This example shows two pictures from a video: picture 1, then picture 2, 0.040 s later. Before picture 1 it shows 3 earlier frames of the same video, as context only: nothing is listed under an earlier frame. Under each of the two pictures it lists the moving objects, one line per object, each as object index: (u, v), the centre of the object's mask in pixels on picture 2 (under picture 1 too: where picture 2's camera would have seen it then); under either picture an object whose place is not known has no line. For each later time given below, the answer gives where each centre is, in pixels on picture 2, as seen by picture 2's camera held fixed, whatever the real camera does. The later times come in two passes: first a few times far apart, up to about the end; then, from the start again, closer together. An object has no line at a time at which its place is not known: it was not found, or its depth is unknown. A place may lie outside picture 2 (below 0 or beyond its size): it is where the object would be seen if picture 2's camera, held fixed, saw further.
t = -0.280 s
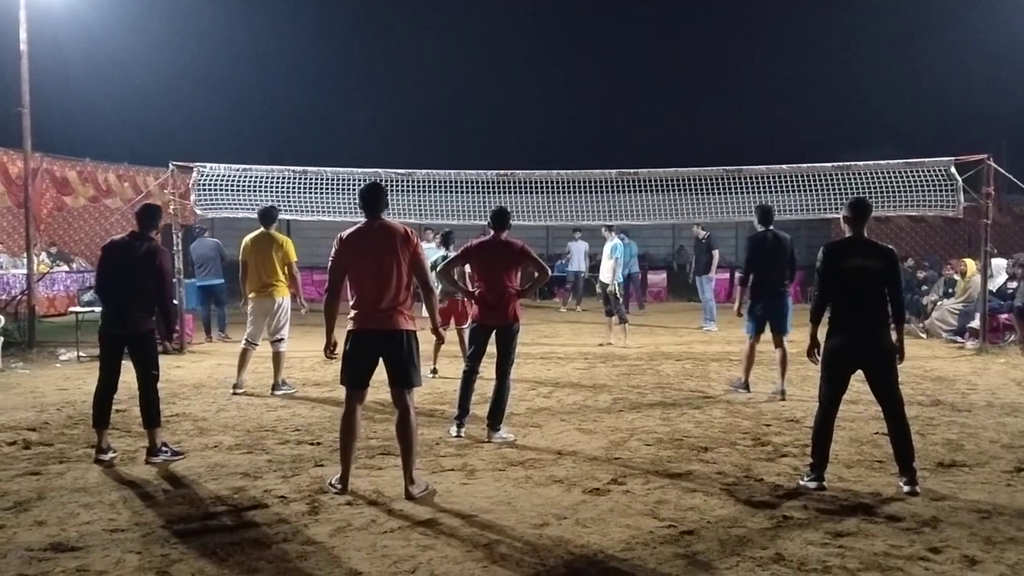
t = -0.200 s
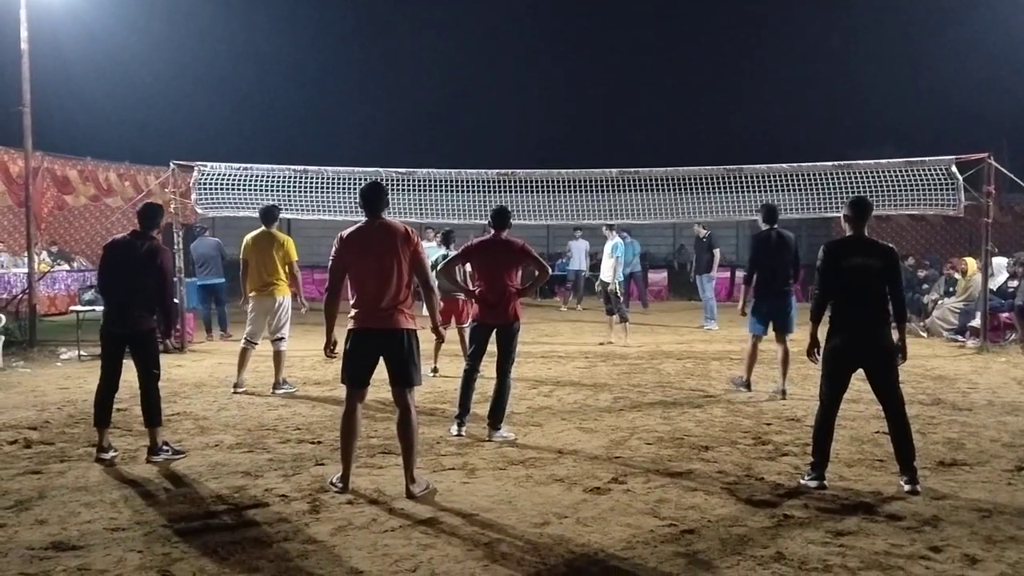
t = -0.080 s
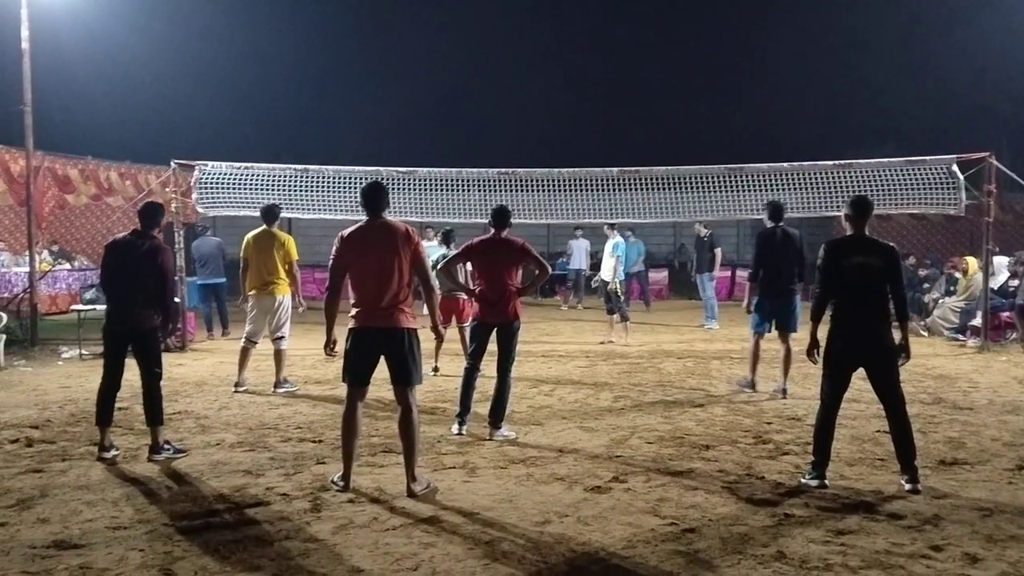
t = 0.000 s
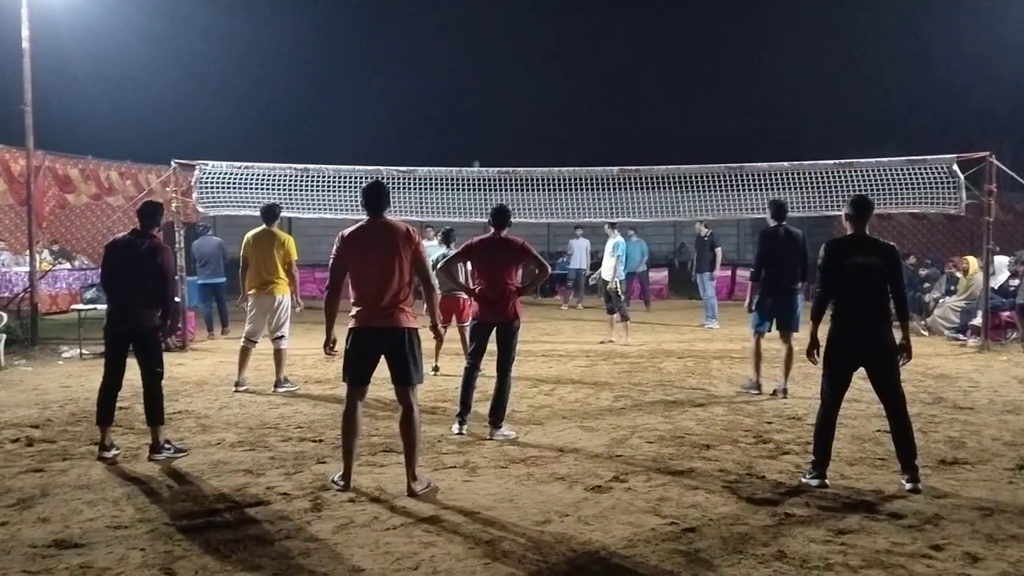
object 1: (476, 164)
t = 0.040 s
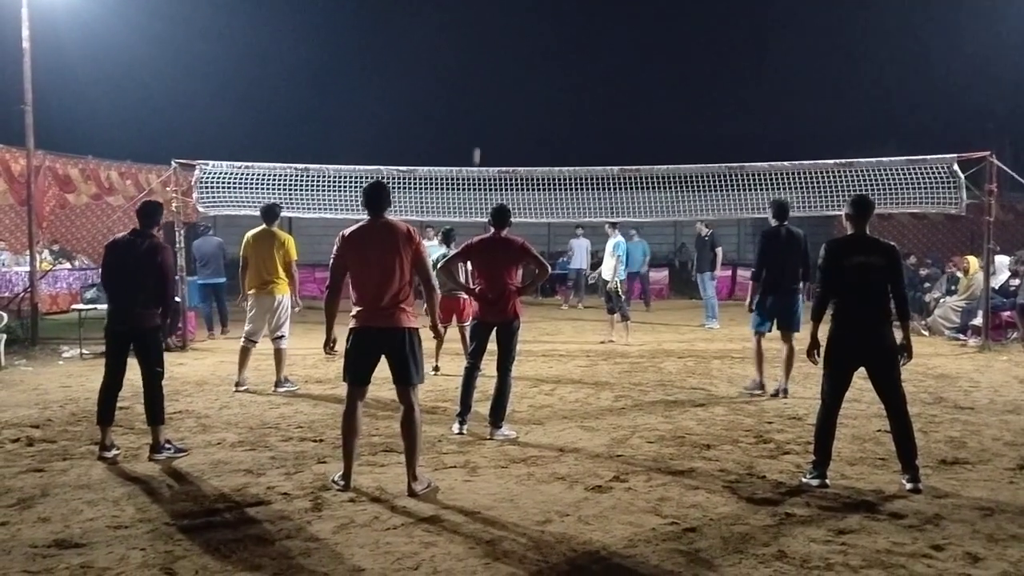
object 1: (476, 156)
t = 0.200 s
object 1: (480, 109)
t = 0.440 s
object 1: (486, 55)
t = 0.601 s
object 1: (492, 33)
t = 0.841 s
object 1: (500, 27)
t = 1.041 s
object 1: (508, 54)
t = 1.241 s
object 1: (522, 120)
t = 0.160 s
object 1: (479, 120)
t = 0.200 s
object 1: (480, 109)
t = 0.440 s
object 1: (486, 55)
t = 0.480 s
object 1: (488, 48)
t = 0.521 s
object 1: (489, 42)
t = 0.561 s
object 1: (490, 37)
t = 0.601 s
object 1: (492, 33)
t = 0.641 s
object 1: (493, 30)
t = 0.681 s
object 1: (494, 27)
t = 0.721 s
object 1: (496, 25)
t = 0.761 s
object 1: (497, 25)
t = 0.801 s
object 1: (498, 25)
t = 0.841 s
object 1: (500, 27)
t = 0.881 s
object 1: (501, 29)
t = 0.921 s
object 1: (503, 34)
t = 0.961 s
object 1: (504, 39)
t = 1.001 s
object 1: (506, 46)
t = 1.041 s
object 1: (508, 54)
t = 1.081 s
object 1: (511, 63)
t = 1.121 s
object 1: (513, 75)
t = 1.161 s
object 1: (516, 88)
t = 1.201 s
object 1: (518, 103)
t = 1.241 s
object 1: (522, 120)
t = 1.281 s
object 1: (525, 140)
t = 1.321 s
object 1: (527, 157)
